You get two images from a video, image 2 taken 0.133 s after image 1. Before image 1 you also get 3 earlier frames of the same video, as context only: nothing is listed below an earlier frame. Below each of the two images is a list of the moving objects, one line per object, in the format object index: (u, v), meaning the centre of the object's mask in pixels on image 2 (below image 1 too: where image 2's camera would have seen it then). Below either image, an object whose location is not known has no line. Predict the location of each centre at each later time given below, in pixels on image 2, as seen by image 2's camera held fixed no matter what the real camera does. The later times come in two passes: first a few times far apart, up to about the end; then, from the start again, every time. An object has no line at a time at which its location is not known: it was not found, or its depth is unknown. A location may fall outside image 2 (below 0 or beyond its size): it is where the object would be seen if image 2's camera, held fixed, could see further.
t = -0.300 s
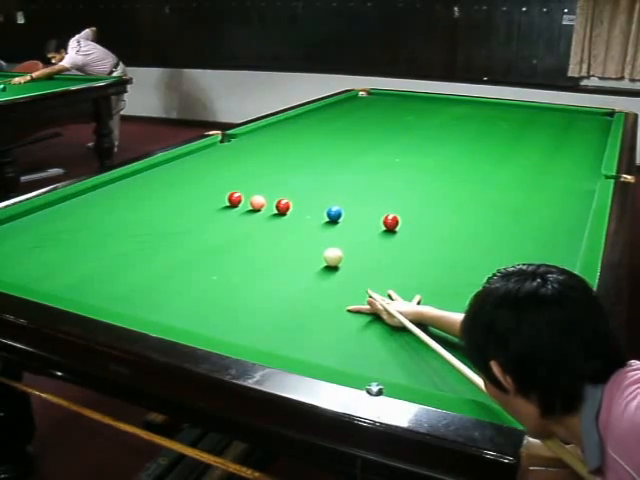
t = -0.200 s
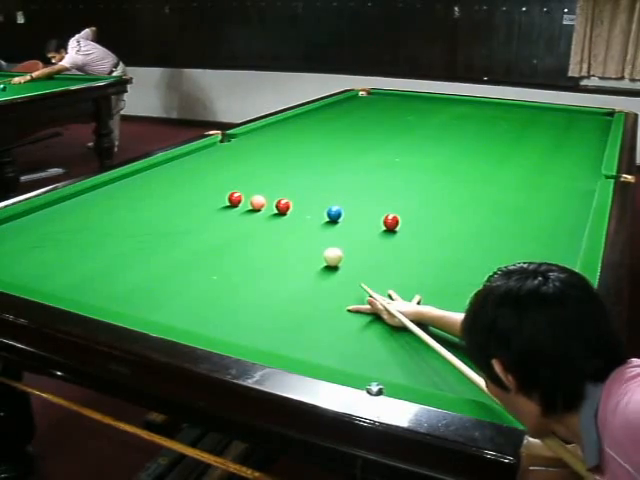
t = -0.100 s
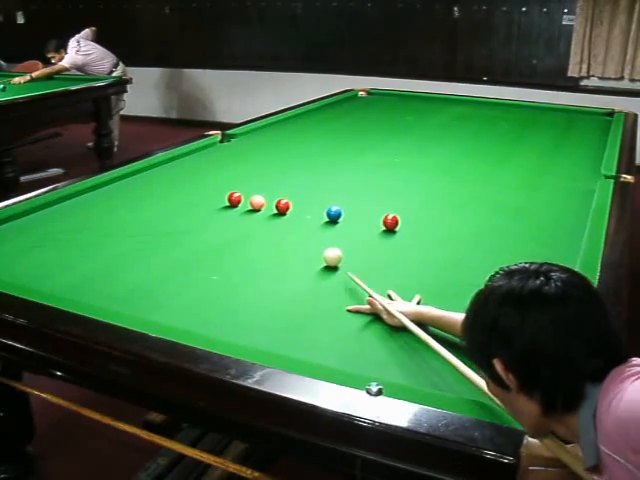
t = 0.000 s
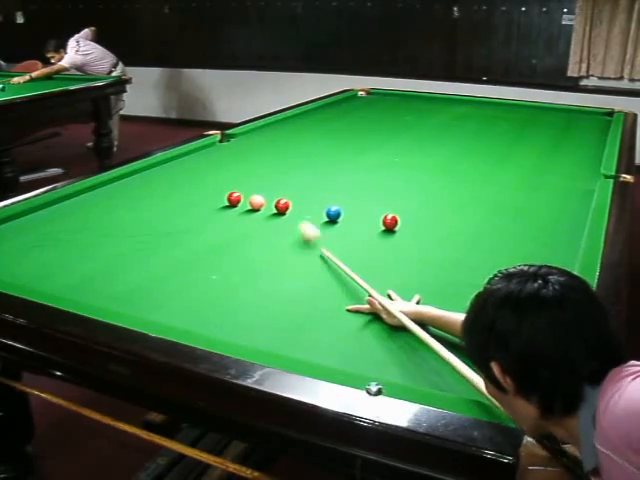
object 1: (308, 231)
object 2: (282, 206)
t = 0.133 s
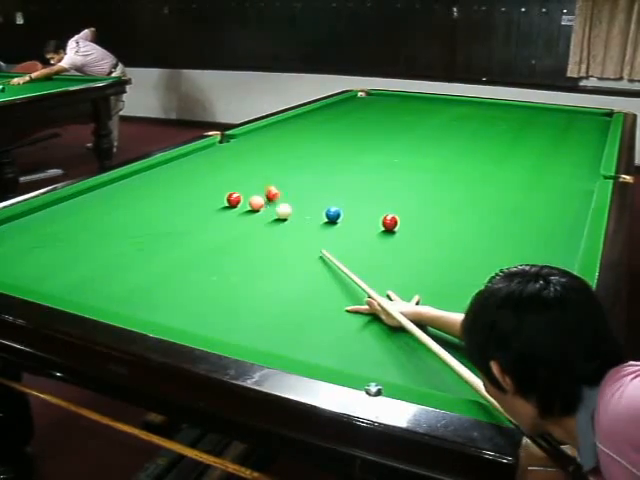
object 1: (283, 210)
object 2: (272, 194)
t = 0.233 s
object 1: (282, 213)
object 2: (258, 176)
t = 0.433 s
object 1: (279, 216)
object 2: (237, 153)
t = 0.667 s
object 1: (277, 219)
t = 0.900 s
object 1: (275, 222)
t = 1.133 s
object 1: (273, 224)
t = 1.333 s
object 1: (272, 226)
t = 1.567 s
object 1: (272, 227)
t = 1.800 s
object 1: (272, 228)
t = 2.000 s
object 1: (272, 228)
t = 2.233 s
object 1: (272, 228)
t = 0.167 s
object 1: (283, 212)
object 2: (267, 187)
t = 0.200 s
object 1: (282, 212)
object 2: (262, 182)
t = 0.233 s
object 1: (282, 213)
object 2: (258, 176)
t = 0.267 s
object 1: (282, 213)
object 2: (253, 172)
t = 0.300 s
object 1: (281, 214)
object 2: (250, 167)
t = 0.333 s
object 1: (281, 214)
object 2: (247, 163)
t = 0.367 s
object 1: (280, 215)
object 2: (243, 160)
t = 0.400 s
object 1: (280, 215)
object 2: (240, 156)
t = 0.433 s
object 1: (279, 216)
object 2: (237, 153)
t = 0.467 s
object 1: (279, 216)
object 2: (235, 149)
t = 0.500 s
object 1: (279, 217)
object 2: (232, 146)
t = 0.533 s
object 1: (278, 217)
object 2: (230, 143)
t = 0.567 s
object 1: (278, 218)
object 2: (228, 141)
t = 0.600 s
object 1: (278, 218)
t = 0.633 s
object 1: (277, 219)
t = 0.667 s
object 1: (277, 219)
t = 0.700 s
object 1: (277, 220)
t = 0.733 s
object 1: (277, 220)
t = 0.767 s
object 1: (276, 221)
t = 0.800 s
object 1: (276, 221)
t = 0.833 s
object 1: (276, 221)
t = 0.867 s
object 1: (275, 221)
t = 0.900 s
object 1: (275, 222)
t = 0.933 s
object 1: (275, 222)
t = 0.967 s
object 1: (275, 223)
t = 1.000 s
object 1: (275, 223)
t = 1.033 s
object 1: (274, 224)
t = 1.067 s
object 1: (274, 224)
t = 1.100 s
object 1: (274, 224)
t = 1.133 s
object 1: (273, 224)
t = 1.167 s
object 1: (273, 225)
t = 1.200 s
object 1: (273, 225)
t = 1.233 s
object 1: (273, 225)
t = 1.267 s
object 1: (272, 225)
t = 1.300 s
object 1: (272, 226)
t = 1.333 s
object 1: (272, 226)
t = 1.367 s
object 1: (272, 226)
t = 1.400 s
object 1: (272, 226)
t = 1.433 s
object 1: (272, 226)
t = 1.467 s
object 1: (272, 227)
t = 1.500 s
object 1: (272, 227)
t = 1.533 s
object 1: (271, 227)
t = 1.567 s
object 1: (272, 227)
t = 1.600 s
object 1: (272, 227)
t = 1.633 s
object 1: (271, 228)
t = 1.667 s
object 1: (271, 228)
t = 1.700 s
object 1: (271, 228)
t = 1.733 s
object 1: (271, 228)
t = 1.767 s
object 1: (271, 228)
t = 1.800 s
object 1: (272, 228)
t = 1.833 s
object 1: (272, 228)
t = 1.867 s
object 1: (271, 228)
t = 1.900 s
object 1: (272, 228)
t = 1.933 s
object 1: (272, 228)
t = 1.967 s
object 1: (272, 228)
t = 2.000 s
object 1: (272, 228)
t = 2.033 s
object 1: (272, 228)
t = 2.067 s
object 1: (272, 228)
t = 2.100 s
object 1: (272, 228)
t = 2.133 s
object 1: (272, 228)
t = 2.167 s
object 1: (272, 228)
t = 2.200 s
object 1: (272, 228)
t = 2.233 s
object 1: (272, 228)
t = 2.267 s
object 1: (272, 228)
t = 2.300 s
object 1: (273, 228)
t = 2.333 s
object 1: (272, 228)
